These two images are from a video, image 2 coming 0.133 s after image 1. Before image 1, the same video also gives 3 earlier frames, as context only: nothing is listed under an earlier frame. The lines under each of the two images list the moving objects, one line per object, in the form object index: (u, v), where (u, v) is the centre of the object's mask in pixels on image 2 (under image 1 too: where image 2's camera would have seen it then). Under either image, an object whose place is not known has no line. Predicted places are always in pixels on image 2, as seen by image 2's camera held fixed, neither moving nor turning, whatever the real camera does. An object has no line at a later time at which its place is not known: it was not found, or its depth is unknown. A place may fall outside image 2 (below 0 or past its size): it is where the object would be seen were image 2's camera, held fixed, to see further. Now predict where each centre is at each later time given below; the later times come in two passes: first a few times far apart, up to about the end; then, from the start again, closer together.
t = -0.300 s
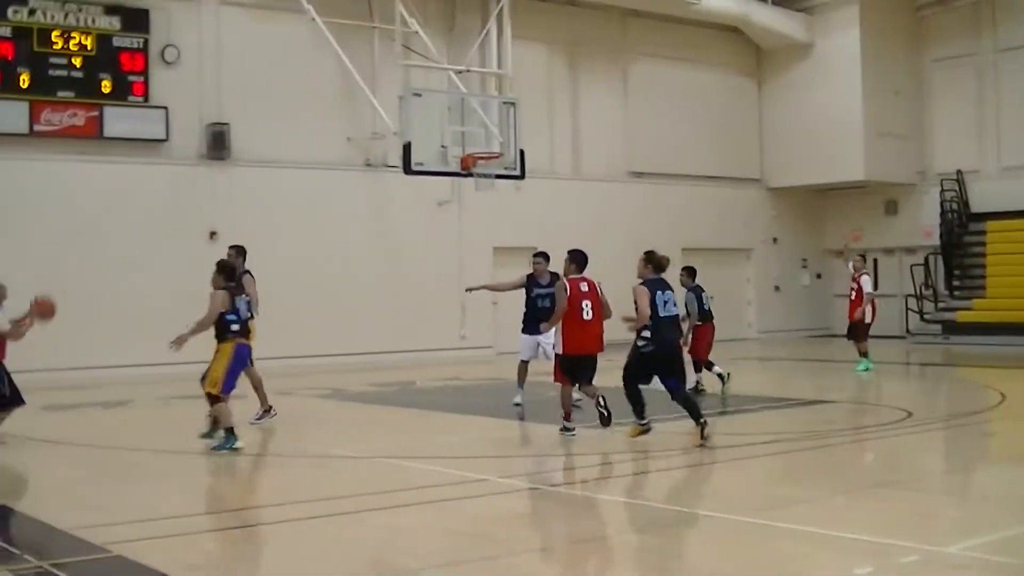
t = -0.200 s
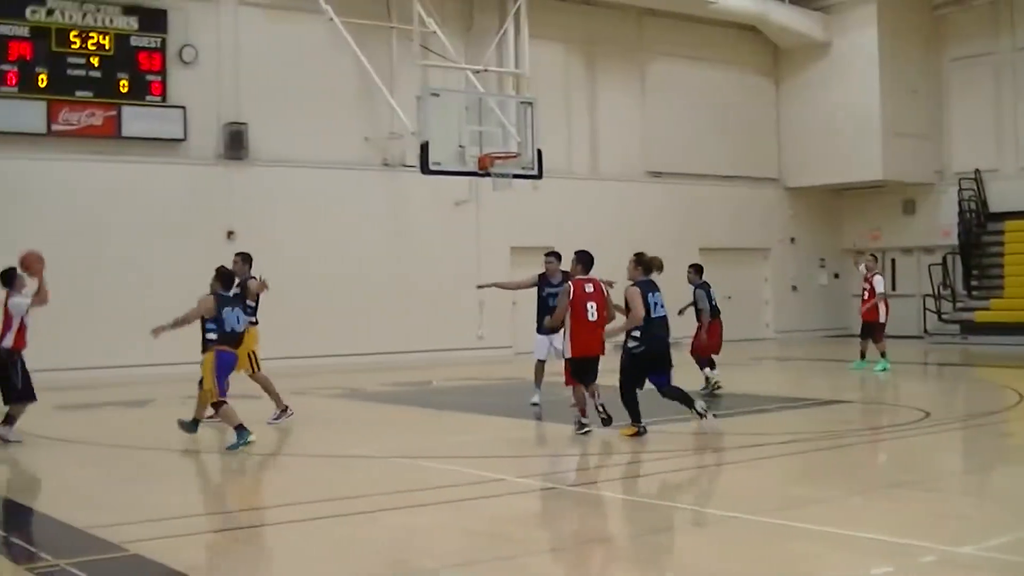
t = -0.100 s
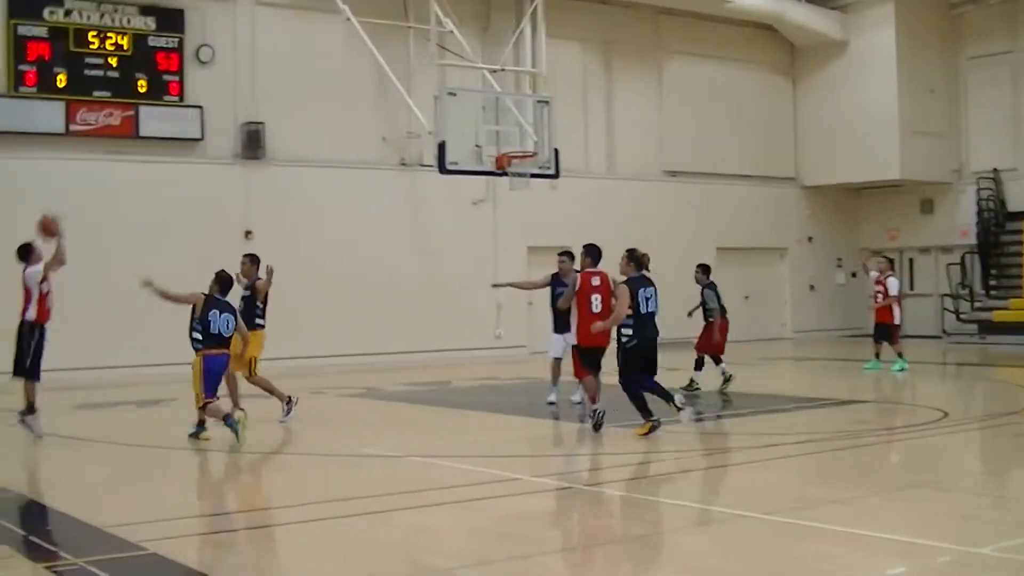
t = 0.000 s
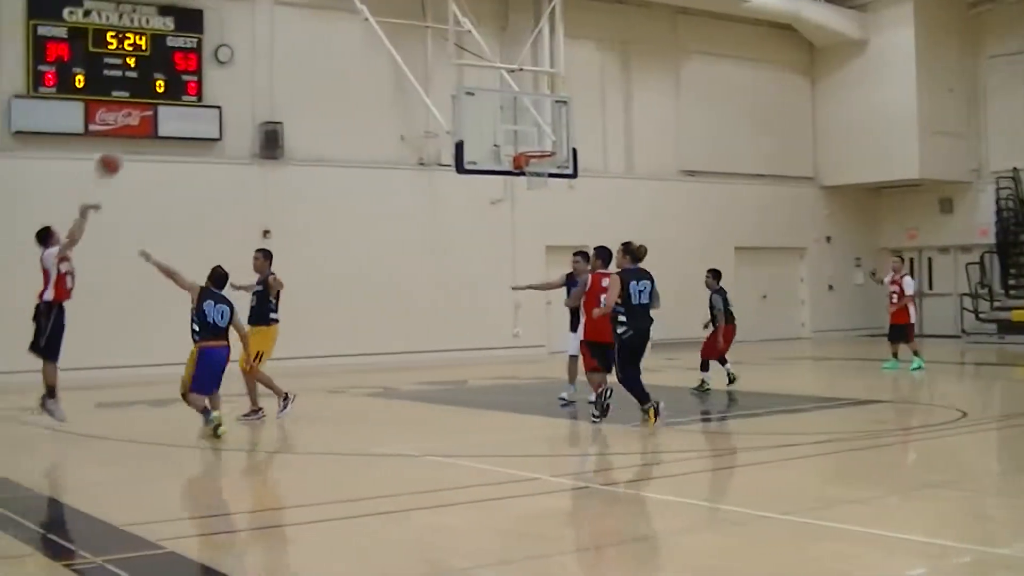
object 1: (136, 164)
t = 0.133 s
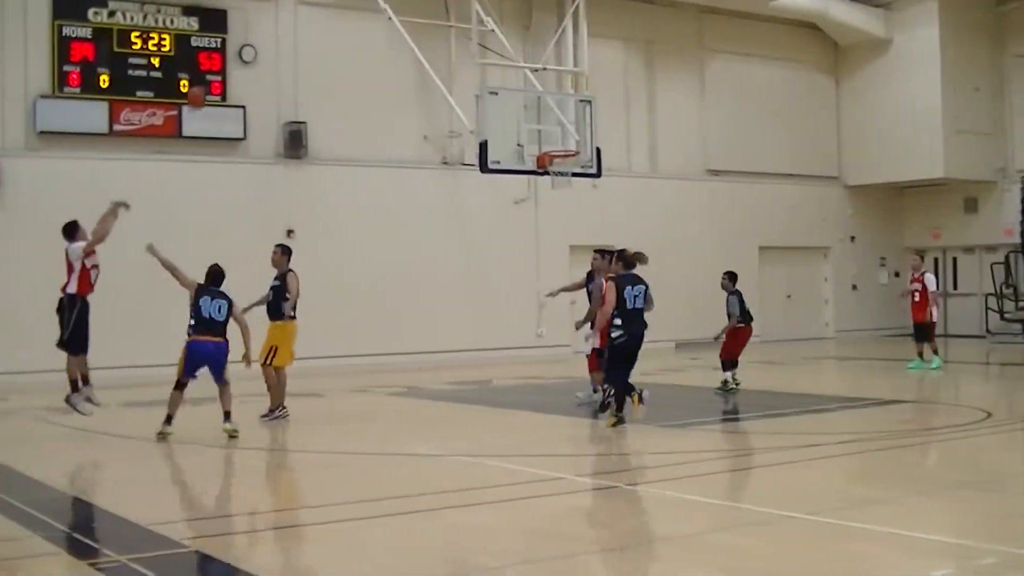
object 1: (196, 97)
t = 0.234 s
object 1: (237, 63)
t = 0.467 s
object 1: (327, 25)
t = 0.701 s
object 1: (408, 35)
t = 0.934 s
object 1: (480, 87)
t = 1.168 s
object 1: (531, 163)
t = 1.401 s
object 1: (539, 188)
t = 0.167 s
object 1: (210, 86)
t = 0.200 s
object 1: (225, 75)
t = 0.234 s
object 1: (237, 63)
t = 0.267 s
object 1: (250, 54)
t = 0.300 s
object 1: (263, 47)
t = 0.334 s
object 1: (277, 40)
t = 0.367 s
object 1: (290, 35)
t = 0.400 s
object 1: (301, 29)
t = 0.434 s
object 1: (314, 27)
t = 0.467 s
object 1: (327, 25)
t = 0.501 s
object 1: (339, 23)
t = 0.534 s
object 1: (351, 23)
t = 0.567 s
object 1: (362, 24)
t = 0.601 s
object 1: (374, 26)
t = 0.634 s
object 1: (385, 28)
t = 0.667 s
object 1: (396, 31)
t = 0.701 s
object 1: (408, 35)
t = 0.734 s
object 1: (418, 41)
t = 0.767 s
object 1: (429, 47)
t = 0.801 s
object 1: (439, 53)
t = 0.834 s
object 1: (450, 61)
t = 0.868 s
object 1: (460, 69)
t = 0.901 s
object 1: (470, 78)
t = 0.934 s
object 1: (480, 87)
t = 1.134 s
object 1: (532, 157)
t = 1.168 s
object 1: (531, 163)
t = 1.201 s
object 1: (532, 164)
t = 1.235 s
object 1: (533, 165)
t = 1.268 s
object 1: (533, 169)
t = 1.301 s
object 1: (535, 173)
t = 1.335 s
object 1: (536, 178)
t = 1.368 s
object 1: (537, 182)
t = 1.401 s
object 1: (539, 188)
